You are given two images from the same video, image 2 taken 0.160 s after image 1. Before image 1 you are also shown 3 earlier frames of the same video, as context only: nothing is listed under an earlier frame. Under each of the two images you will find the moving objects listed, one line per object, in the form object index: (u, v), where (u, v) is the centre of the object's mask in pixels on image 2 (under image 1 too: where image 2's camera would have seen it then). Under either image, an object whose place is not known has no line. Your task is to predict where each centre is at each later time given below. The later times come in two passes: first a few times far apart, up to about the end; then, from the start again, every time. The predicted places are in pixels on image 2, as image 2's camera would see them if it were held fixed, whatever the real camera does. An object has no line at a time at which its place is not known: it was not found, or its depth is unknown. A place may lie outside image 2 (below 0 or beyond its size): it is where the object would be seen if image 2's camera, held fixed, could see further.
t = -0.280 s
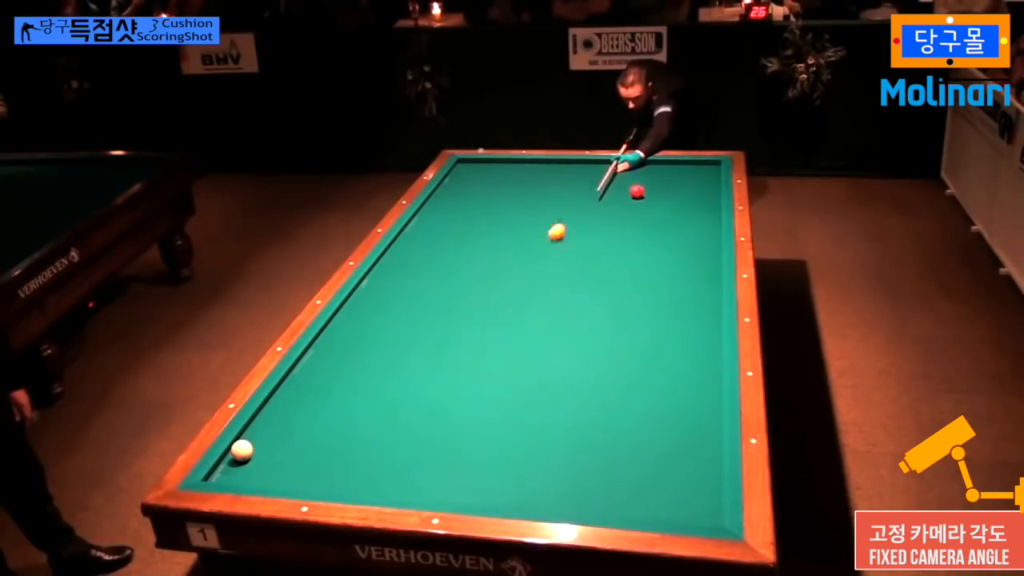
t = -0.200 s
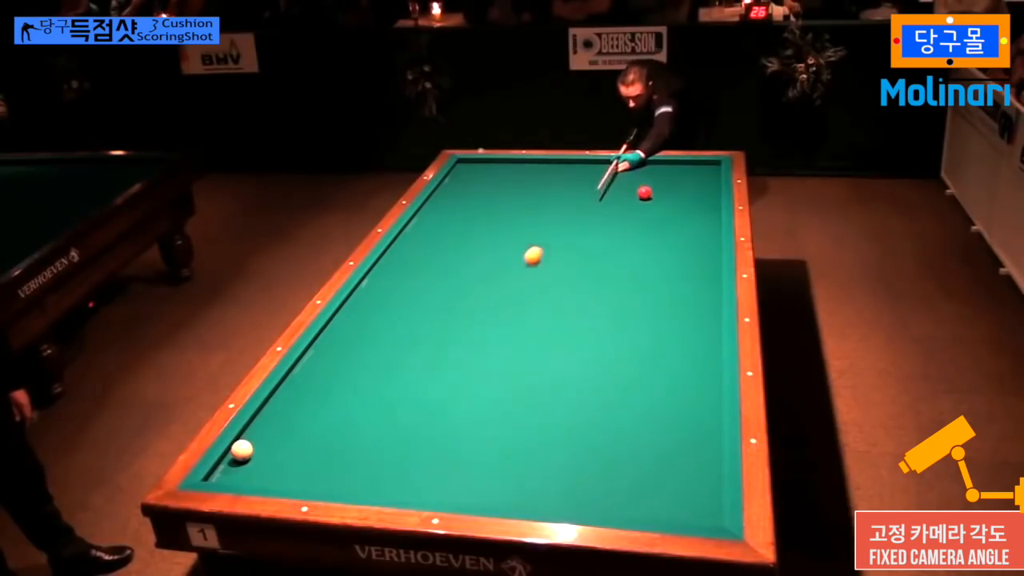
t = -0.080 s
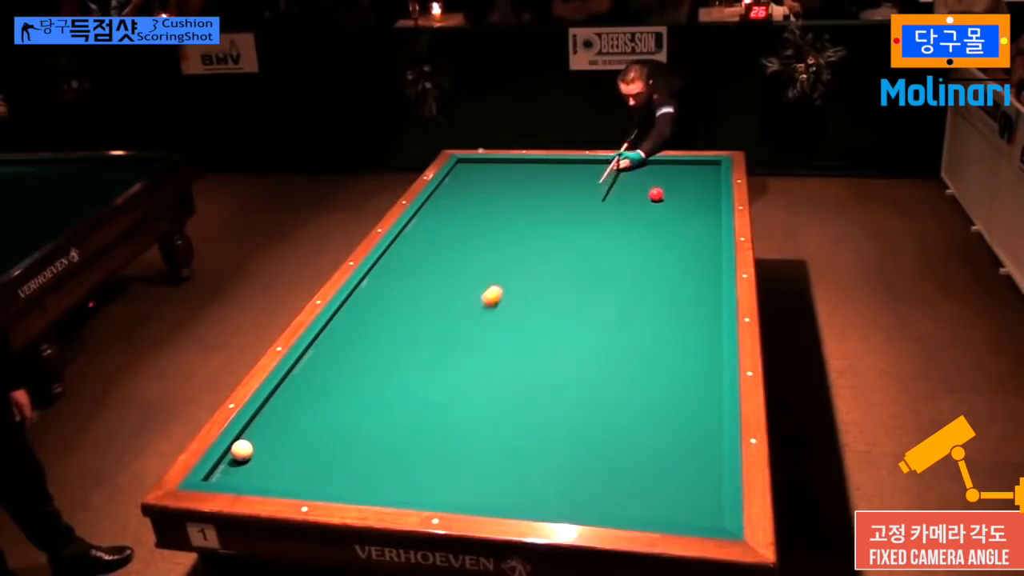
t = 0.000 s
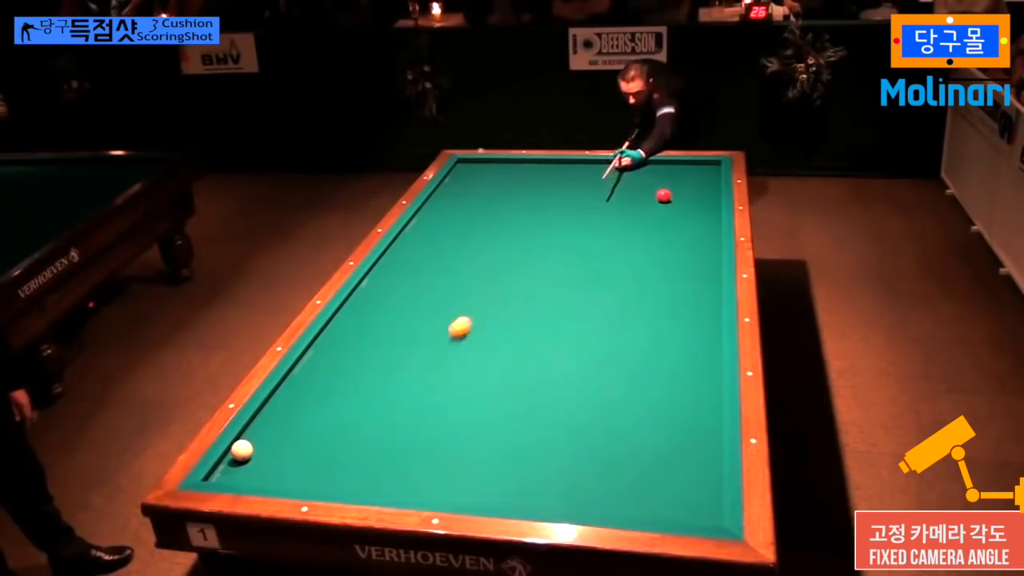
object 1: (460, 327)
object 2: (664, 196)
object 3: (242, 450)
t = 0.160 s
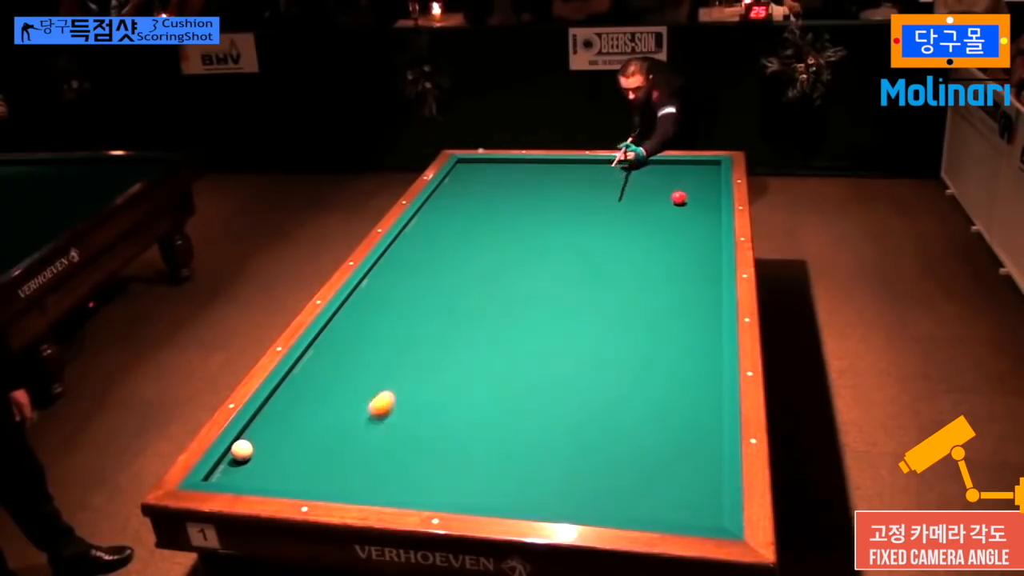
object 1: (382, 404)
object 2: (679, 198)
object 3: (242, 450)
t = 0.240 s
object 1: (334, 452)
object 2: (687, 199)
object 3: (242, 450)
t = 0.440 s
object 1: (307, 404)
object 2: (706, 202)
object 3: (242, 450)
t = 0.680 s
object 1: (350, 327)
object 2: (708, 205)
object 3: (242, 450)
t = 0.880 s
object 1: (407, 289)
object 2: (698, 207)
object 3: (242, 450)
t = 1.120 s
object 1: (458, 254)
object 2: (686, 209)
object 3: (242, 450)
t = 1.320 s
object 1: (494, 229)
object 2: (676, 210)
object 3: (242, 450)
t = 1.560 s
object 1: (533, 203)
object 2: (664, 213)
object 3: (242, 450)
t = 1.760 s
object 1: (561, 184)
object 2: (655, 214)
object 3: (242, 450)
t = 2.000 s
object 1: (592, 163)
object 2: (645, 216)
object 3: (242, 450)
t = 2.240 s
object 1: (621, 174)
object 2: (634, 218)
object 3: (242, 450)
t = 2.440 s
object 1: (648, 185)
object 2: (626, 219)
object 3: (241, 450)
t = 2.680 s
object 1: (682, 199)
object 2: (618, 220)
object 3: (242, 450)
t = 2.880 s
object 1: (712, 211)
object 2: (610, 222)
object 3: (242, 450)
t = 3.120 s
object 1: (693, 225)
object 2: (602, 223)
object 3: (242, 450)
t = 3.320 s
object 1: (673, 236)
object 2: (596, 224)
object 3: (242, 450)
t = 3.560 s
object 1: (649, 251)
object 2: (589, 225)
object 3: (241, 450)
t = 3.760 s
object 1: (628, 264)
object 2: (583, 226)
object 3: (241, 450)
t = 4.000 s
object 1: (601, 280)
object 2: (577, 227)
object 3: (241, 450)
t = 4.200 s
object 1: (578, 294)
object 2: (573, 228)
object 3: (242, 450)
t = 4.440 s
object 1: (549, 311)
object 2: (567, 228)
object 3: (242, 450)
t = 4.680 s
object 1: (519, 330)
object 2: (563, 229)
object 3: (242, 450)
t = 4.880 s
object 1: (492, 346)
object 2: (560, 230)
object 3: (242, 450)
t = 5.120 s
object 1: (459, 367)
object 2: (557, 230)
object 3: (242, 450)
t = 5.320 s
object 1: (429, 384)
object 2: (554, 230)
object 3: (242, 450)
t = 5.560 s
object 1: (392, 407)
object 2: (552, 231)
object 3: (242, 450)
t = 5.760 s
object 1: (359, 427)
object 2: (551, 231)
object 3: (242, 450)
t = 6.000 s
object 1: (319, 452)
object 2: (550, 231)
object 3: (241, 450)
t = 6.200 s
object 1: (283, 474)
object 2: (550, 231)
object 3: (242, 450)
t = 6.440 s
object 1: (260, 470)
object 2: (550, 231)
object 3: (242, 450)
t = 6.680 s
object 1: (256, 457)
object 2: (550, 231)
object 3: (238, 447)
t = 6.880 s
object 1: (263, 452)
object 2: (550, 231)
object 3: (245, 444)
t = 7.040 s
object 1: (270, 448)
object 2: (550, 231)
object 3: (247, 442)
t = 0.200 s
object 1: (358, 427)
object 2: (683, 199)
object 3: (242, 450)
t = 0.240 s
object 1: (334, 452)
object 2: (687, 199)
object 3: (242, 450)
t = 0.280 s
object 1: (307, 477)
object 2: (690, 200)
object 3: (242, 450)
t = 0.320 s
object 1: (302, 466)
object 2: (694, 200)
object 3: (242, 450)
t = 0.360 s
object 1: (304, 443)
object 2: (698, 201)
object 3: (242, 450)
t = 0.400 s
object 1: (305, 422)
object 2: (702, 202)
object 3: (242, 450)
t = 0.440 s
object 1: (307, 404)
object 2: (706, 202)
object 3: (242, 450)
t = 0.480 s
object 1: (308, 387)
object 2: (709, 203)
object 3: (242, 450)
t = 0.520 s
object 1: (309, 371)
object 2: (713, 203)
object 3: (242, 450)
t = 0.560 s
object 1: (310, 357)
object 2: (715, 204)
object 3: (242, 450)
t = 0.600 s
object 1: (320, 345)
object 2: (713, 204)
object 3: (242, 450)
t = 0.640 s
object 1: (335, 336)
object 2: (711, 205)
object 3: (242, 450)
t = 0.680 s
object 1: (350, 327)
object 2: (708, 205)
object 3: (242, 450)
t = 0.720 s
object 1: (363, 318)
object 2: (706, 205)
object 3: (242, 450)
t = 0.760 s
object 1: (376, 310)
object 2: (704, 206)
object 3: (242, 450)
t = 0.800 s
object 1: (387, 303)
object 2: (702, 206)
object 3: (242, 450)
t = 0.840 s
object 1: (397, 296)
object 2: (700, 206)
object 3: (242, 450)
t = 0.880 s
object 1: (407, 289)
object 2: (698, 207)
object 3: (242, 450)
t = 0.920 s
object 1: (416, 283)
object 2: (696, 207)
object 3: (242, 450)
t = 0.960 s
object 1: (425, 277)
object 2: (693, 207)
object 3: (242, 450)
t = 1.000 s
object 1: (434, 271)
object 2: (691, 208)
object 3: (242, 450)
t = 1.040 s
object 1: (442, 266)
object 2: (689, 208)
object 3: (242, 450)
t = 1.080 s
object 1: (450, 260)
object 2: (687, 208)
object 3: (242, 450)
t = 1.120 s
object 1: (458, 254)
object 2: (686, 209)
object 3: (242, 450)
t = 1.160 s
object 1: (466, 249)
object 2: (684, 209)
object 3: (242, 450)
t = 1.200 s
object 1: (473, 244)
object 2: (682, 210)
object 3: (242, 450)
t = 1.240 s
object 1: (480, 239)
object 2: (680, 210)
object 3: (242, 450)
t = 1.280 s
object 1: (487, 234)
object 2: (678, 210)
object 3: (242, 450)
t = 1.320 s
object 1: (494, 229)
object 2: (676, 210)
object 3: (242, 450)
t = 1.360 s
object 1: (501, 225)
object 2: (674, 211)
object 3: (242, 450)
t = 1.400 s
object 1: (508, 220)
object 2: (672, 211)
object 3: (242, 450)
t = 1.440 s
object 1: (514, 216)
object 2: (670, 211)
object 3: (242, 450)
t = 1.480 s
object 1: (520, 212)
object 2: (668, 212)
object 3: (242, 450)
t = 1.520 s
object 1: (527, 207)
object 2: (666, 212)
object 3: (242, 450)
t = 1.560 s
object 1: (533, 203)
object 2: (664, 213)
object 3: (242, 450)
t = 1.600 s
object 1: (539, 199)
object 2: (662, 213)
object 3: (242, 450)
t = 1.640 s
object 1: (545, 195)
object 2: (661, 213)
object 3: (242, 450)
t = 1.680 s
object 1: (550, 191)
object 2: (659, 213)
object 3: (242, 450)
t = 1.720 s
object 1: (556, 187)
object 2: (657, 214)
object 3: (242, 450)
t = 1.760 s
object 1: (561, 184)
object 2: (655, 214)
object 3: (242, 450)
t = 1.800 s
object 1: (566, 180)
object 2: (653, 214)
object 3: (242, 450)
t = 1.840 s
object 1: (572, 176)
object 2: (651, 215)
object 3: (242, 450)
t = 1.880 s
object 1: (577, 173)
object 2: (650, 215)
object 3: (242, 450)
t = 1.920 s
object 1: (582, 169)
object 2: (648, 215)
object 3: (242, 450)
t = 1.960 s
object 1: (586, 166)
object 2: (646, 215)
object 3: (242, 450)
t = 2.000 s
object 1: (592, 163)
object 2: (645, 216)
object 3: (242, 450)
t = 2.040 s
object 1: (596, 162)
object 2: (643, 216)
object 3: (242, 450)
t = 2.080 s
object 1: (601, 164)
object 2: (641, 216)
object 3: (242, 450)
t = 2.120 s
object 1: (606, 167)
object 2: (639, 217)
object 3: (242, 450)
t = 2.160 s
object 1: (611, 170)
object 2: (638, 217)
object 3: (242, 450)
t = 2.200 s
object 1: (616, 172)
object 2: (636, 217)
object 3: (242, 450)
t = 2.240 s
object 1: (621, 174)
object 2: (634, 218)
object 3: (242, 450)
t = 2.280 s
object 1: (627, 177)
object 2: (633, 218)
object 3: (242, 450)
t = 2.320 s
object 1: (632, 179)
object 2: (631, 218)
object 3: (242, 450)
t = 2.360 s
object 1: (637, 181)
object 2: (630, 218)
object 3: (242, 450)
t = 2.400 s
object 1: (643, 183)
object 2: (628, 219)
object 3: (242, 450)
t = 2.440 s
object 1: (648, 185)
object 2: (626, 219)
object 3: (241, 450)
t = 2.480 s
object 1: (654, 187)
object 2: (625, 219)
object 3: (242, 450)
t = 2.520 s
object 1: (659, 190)
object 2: (623, 220)
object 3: (242, 450)
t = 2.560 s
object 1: (665, 192)
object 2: (622, 220)
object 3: (242, 450)
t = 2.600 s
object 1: (670, 194)
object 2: (620, 220)
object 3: (242, 450)
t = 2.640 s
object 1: (676, 197)
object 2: (619, 220)
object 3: (242, 450)
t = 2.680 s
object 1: (682, 199)
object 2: (618, 220)
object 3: (242, 450)
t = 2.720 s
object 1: (688, 201)
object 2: (616, 221)
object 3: (242, 450)
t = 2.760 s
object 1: (694, 204)
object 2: (615, 221)
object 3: (242, 450)
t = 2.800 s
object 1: (700, 206)
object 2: (613, 221)
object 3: (242, 450)
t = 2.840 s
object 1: (706, 209)
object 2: (611, 222)
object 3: (242, 450)
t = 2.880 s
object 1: (712, 211)
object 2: (610, 222)
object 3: (242, 450)
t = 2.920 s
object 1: (713, 213)
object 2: (609, 222)
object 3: (242, 450)
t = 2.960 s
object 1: (708, 216)
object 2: (608, 222)
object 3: (242, 450)
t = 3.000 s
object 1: (704, 218)
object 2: (606, 222)
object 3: (242, 450)
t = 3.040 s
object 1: (700, 220)
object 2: (605, 223)
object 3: (242, 450)
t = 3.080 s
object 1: (696, 222)
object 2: (603, 223)
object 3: (242, 450)
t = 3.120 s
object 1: (693, 225)
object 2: (602, 223)
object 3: (242, 450)
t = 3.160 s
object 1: (689, 227)
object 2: (601, 223)
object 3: (242, 450)
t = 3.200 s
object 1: (685, 229)
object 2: (600, 224)
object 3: (242, 450)
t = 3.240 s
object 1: (681, 232)
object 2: (598, 224)
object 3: (242, 450)
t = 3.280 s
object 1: (677, 234)
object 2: (597, 224)
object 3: (242, 450)
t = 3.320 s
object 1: (673, 236)
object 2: (596, 224)
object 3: (242, 450)
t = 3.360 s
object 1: (669, 239)
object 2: (594, 224)
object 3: (242, 450)
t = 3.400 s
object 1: (665, 241)
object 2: (593, 225)
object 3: (242, 450)
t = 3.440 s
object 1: (661, 244)
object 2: (592, 225)
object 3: (241, 450)
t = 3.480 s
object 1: (657, 246)
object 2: (591, 225)
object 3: (242, 450)
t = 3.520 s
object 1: (653, 248)
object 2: (590, 225)
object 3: (241, 450)
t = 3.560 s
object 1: (649, 251)
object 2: (589, 225)
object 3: (241, 450)
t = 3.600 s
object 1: (645, 253)
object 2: (588, 225)
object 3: (241, 450)
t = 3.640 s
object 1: (641, 256)
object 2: (587, 226)
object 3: (241, 450)
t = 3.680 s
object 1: (636, 259)
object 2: (585, 226)
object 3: (241, 450)
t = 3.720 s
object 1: (632, 261)
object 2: (584, 226)
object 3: (241, 450)
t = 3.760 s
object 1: (628, 264)
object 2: (583, 226)
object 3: (241, 450)
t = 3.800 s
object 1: (623, 267)
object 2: (582, 226)
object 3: (241, 450)
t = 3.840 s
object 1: (619, 269)
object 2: (581, 226)
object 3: (241, 450)
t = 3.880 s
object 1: (615, 272)
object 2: (580, 226)
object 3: (241, 450)
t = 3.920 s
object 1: (610, 274)
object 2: (579, 227)
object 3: (241, 450)
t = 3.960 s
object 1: (606, 277)
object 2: (578, 227)
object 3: (241, 450)
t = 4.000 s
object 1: (601, 280)
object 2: (577, 227)
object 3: (241, 450)
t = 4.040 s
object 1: (596, 283)
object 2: (576, 227)
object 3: (241, 450)
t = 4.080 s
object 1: (592, 285)
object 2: (575, 227)
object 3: (241, 450)
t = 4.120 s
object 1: (587, 288)
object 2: (574, 227)
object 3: (242, 450)
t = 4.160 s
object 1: (582, 291)
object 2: (573, 228)
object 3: (242, 450)
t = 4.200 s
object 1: (578, 294)
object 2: (573, 228)
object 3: (242, 450)
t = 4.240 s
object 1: (573, 296)
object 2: (572, 228)
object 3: (242, 450)
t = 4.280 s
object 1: (568, 300)
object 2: (571, 228)
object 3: (242, 450)
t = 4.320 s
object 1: (563, 302)
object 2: (570, 228)
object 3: (242, 450)
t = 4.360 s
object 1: (559, 305)
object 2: (569, 228)
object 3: (242, 450)
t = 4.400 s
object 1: (554, 308)
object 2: (568, 228)
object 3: (242, 450)
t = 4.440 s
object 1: (549, 311)
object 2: (567, 228)
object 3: (242, 450)
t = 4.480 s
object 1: (544, 314)
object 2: (567, 228)
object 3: (242, 450)
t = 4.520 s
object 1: (539, 317)
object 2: (566, 228)
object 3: (242, 450)
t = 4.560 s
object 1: (534, 320)
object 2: (565, 229)
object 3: (242, 450)
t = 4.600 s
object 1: (529, 324)
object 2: (565, 229)
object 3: (242, 450)
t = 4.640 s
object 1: (524, 327)
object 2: (564, 229)
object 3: (242, 450)
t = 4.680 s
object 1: (519, 330)
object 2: (563, 229)
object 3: (242, 450)
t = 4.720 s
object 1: (513, 333)
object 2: (563, 229)
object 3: (242, 450)
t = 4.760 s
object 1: (508, 336)
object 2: (562, 229)
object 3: (242, 450)
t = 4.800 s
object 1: (503, 339)
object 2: (561, 229)
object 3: (241, 450)
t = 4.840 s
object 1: (497, 343)
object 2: (561, 229)
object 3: (242, 450)
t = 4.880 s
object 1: (492, 346)
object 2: (560, 230)
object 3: (242, 450)
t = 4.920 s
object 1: (487, 349)
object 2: (559, 230)
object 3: (242, 450)
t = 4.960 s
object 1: (481, 353)
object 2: (559, 230)
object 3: (242, 450)
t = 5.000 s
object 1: (476, 356)
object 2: (558, 230)
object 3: (242, 450)
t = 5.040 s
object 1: (470, 360)
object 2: (558, 230)
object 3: (242, 450)
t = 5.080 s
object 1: (464, 363)
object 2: (557, 230)
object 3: (242, 450)
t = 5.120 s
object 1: (459, 367)
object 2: (557, 230)
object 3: (242, 450)
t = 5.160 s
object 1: (453, 370)
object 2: (556, 230)
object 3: (242, 450)
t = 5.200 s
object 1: (447, 374)
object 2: (556, 230)
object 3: (242, 450)
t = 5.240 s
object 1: (441, 377)
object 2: (555, 230)
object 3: (242, 450)
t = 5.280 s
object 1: (435, 381)
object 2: (555, 230)
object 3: (242, 450)
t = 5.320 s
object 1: (429, 384)
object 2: (554, 230)
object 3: (242, 450)
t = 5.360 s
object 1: (423, 388)
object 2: (554, 230)
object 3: (242, 450)
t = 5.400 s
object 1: (417, 392)
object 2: (554, 230)
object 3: (242, 450)
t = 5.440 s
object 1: (411, 396)
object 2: (553, 230)
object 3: (242, 450)
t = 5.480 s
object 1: (405, 400)
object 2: (553, 231)
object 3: (242, 450)
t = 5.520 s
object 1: (398, 403)
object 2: (552, 230)
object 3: (242, 450)
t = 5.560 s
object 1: (392, 407)
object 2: (552, 231)
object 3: (242, 450)
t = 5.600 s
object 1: (386, 411)
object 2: (552, 231)
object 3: (242, 450)
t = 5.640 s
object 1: (379, 415)
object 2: (552, 231)
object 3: (242, 450)
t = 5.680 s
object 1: (373, 419)
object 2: (551, 231)
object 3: (241, 450)
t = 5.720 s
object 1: (366, 423)
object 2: (551, 231)
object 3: (242, 450)
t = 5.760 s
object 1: (359, 427)
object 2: (551, 231)
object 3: (242, 450)
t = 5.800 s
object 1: (353, 431)
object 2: (551, 231)
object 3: (241, 450)
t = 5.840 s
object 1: (346, 435)
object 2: (551, 231)
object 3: (241, 450)
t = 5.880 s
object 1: (339, 440)
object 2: (550, 231)
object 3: (242, 450)
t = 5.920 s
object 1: (332, 444)
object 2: (550, 231)
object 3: (241, 450)
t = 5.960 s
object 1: (325, 448)
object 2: (550, 231)
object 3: (241, 450)
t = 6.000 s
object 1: (319, 452)
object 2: (550, 231)
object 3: (241, 450)
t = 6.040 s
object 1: (312, 457)
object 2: (550, 231)
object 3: (241, 450)
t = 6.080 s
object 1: (305, 461)
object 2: (550, 231)
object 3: (241, 450)
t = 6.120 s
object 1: (298, 466)
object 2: (550, 231)
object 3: (242, 450)
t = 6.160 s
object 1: (290, 470)
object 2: (550, 231)
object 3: (241, 450)
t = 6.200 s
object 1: (283, 474)
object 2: (550, 231)
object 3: (242, 450)
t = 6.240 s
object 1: (277, 476)
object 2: (550, 231)
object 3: (242, 450)
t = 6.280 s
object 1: (270, 479)
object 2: (550, 231)
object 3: (241, 450)
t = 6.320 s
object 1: (267, 477)
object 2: (550, 231)
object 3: (242, 450)
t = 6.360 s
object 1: (265, 475)
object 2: (550, 231)
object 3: (242, 450)
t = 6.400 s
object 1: (262, 473)
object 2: (550, 231)
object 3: (241, 450)
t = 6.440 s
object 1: (260, 470)
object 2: (550, 231)
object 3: (242, 450)
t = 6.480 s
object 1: (258, 466)
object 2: (550, 231)
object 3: (241, 450)
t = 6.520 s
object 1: (256, 463)
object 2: (550, 231)
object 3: (241, 450)
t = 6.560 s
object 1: (254, 461)
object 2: (550, 231)
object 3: (240, 449)
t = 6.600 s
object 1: (253, 459)
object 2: (550, 231)
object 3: (238, 448)
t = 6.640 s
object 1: (255, 458)
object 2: (550, 231)
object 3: (237, 448)
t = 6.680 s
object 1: (256, 457)
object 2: (550, 231)
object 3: (238, 447)
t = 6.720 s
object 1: (256, 455)
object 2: (550, 231)
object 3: (240, 446)
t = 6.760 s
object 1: (258, 454)
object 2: (550, 231)
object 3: (242, 446)
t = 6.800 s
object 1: (259, 453)
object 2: (550, 231)
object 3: (243, 445)
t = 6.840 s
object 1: (261, 452)
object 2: (550, 231)
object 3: (243, 445)
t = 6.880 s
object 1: (263, 452)
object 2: (550, 231)
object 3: (245, 444)
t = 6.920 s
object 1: (265, 450)
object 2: (550, 231)
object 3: (245, 444)
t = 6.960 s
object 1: (267, 450)
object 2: (550, 231)
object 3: (246, 443)
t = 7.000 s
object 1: (268, 449)
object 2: (550, 231)
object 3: (247, 442)
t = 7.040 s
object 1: (270, 448)
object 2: (550, 231)
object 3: (247, 442)
